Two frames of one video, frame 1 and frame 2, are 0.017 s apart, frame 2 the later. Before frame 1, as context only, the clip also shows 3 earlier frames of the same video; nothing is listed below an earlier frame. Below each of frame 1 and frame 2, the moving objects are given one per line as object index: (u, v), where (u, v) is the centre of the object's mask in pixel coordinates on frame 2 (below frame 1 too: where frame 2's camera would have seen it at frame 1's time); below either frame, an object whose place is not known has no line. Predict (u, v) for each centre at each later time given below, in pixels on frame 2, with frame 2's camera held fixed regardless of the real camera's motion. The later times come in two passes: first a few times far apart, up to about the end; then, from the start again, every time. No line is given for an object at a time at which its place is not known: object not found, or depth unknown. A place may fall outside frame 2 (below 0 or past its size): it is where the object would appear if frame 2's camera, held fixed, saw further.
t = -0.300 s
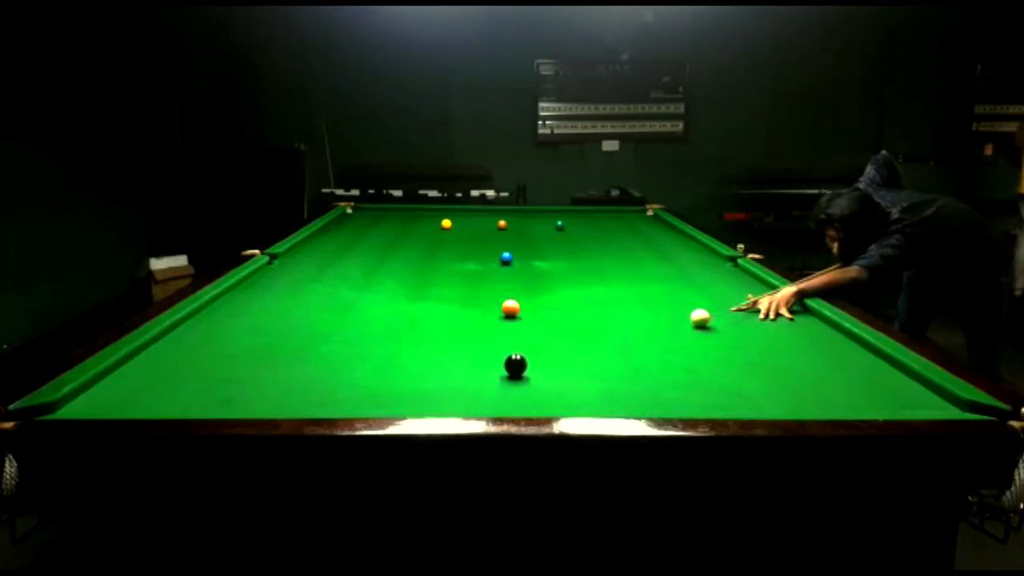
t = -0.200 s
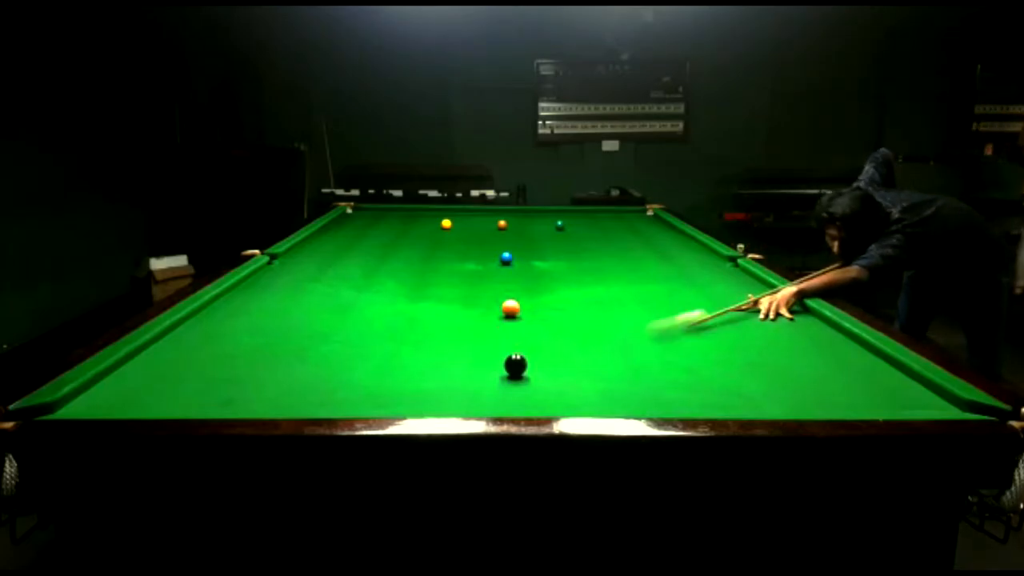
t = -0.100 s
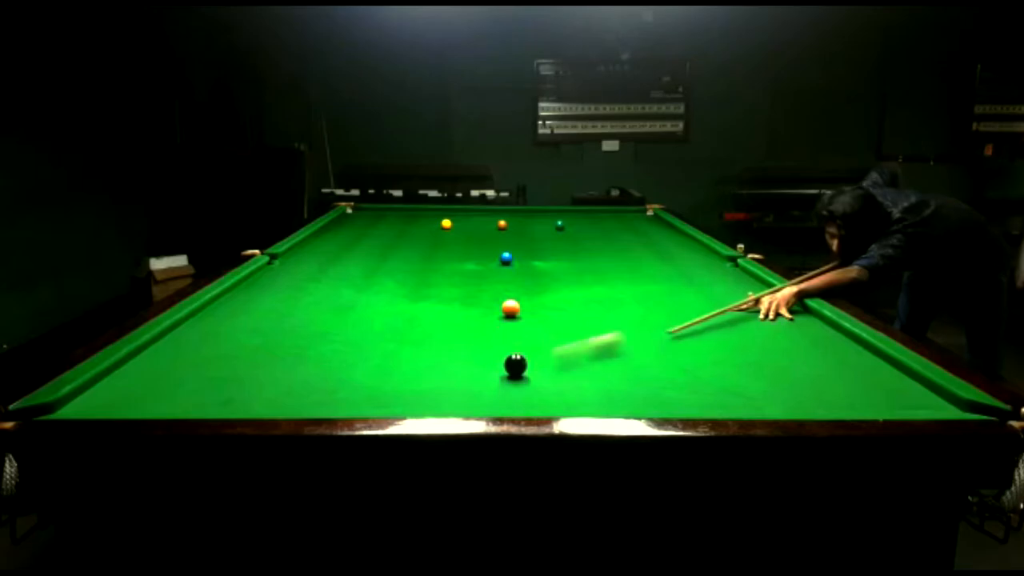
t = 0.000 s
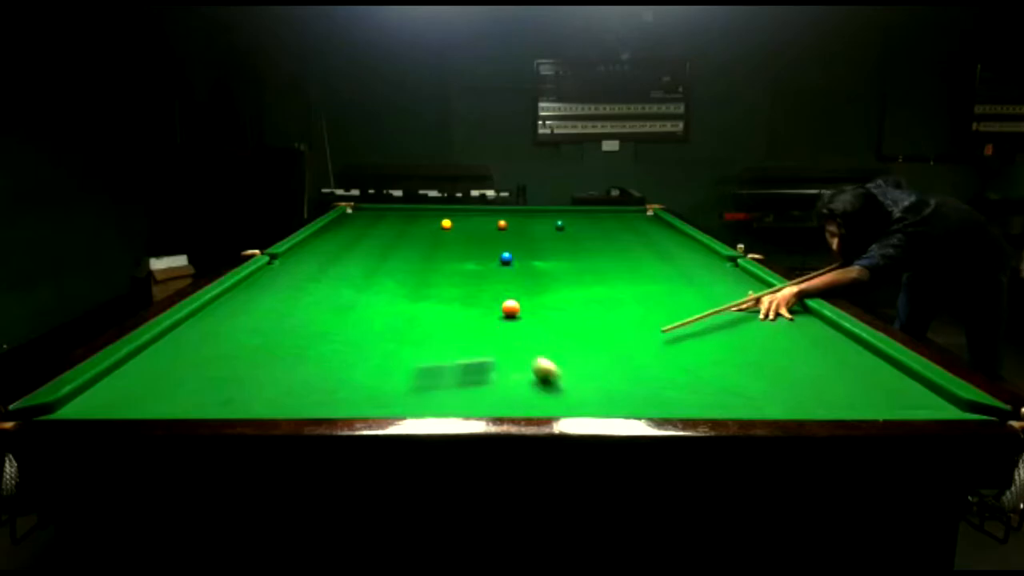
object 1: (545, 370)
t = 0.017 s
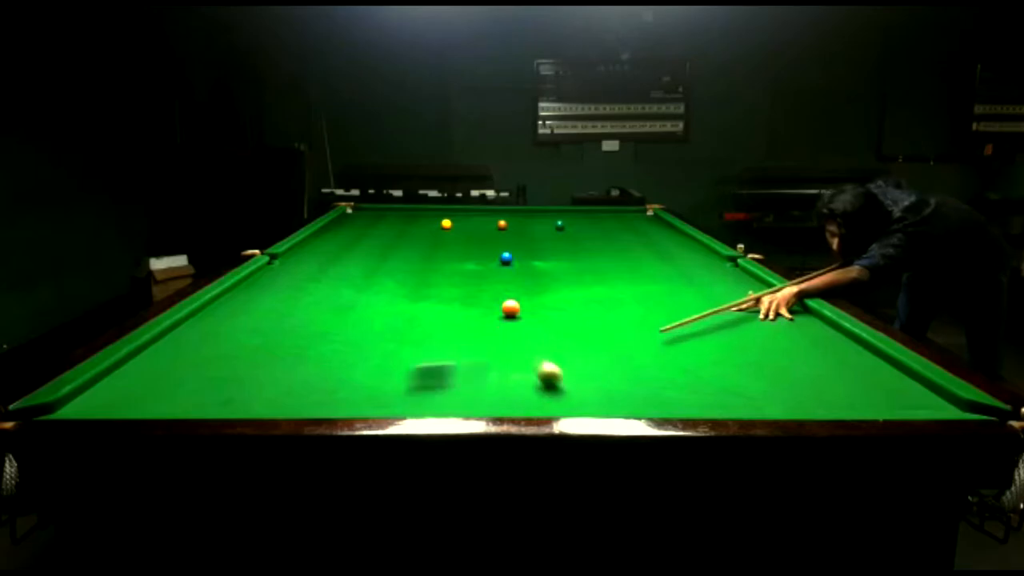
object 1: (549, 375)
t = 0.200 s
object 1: (586, 400)
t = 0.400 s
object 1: (631, 393)
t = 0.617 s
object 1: (672, 374)
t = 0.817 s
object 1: (703, 360)
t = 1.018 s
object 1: (731, 347)
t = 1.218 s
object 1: (756, 337)
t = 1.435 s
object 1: (780, 326)
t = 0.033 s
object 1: (551, 376)
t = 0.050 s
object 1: (556, 381)
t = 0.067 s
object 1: (558, 382)
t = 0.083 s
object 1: (563, 387)
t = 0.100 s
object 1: (565, 387)
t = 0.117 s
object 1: (570, 393)
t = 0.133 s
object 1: (573, 394)
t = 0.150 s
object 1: (577, 396)
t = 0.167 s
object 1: (579, 397)
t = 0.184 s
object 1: (584, 399)
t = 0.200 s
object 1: (586, 400)
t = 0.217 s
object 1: (592, 402)
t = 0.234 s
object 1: (594, 402)
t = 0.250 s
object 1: (600, 402)
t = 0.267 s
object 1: (605, 400)
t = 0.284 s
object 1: (607, 400)
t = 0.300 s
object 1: (612, 398)
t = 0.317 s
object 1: (614, 398)
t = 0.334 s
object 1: (618, 397)
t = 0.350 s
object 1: (621, 396)
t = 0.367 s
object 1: (624, 395)
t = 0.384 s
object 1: (628, 394)
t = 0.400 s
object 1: (631, 393)
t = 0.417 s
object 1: (635, 392)
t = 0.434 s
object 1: (638, 391)
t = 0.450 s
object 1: (641, 389)
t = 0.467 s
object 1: (644, 388)
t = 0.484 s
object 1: (647, 386)
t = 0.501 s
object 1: (651, 384)
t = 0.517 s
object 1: (654, 383)
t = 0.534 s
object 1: (657, 382)
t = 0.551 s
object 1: (660, 381)
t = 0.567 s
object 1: (663, 379)
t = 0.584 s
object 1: (666, 377)
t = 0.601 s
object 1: (669, 376)
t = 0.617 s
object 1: (672, 374)
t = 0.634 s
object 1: (674, 374)
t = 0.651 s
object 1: (677, 372)
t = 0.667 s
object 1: (680, 371)
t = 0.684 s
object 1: (683, 369)
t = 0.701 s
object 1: (685, 369)
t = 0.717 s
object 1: (688, 367)
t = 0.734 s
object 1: (691, 366)
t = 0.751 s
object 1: (693, 364)
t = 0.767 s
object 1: (696, 364)
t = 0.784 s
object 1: (698, 362)
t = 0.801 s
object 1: (701, 362)
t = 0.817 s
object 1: (703, 360)
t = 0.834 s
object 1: (706, 359)
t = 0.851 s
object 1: (708, 358)
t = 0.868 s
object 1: (710, 357)
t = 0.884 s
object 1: (713, 356)
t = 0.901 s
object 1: (715, 355)
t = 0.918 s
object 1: (718, 353)
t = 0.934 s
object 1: (720, 353)
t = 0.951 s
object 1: (722, 352)
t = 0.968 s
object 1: (725, 351)
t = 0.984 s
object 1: (727, 350)
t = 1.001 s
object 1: (729, 349)
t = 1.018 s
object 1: (731, 347)
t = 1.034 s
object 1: (734, 347)
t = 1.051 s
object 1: (736, 346)
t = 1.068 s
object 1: (738, 345)
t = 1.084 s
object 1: (740, 344)
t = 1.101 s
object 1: (742, 343)
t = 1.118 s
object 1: (744, 342)
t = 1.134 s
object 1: (746, 341)
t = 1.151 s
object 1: (748, 340)
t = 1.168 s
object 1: (750, 339)
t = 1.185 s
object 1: (752, 338)
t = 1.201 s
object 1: (754, 337)
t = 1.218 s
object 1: (756, 337)
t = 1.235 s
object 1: (759, 336)
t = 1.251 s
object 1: (760, 335)
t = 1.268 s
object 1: (762, 334)
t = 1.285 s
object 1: (764, 333)
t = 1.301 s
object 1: (765, 332)
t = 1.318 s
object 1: (767, 331)
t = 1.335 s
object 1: (769, 331)
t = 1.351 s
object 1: (771, 329)
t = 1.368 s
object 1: (773, 329)
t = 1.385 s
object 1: (775, 328)
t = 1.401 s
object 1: (776, 327)
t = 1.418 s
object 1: (778, 327)
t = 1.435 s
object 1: (780, 326)
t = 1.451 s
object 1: (782, 325)
